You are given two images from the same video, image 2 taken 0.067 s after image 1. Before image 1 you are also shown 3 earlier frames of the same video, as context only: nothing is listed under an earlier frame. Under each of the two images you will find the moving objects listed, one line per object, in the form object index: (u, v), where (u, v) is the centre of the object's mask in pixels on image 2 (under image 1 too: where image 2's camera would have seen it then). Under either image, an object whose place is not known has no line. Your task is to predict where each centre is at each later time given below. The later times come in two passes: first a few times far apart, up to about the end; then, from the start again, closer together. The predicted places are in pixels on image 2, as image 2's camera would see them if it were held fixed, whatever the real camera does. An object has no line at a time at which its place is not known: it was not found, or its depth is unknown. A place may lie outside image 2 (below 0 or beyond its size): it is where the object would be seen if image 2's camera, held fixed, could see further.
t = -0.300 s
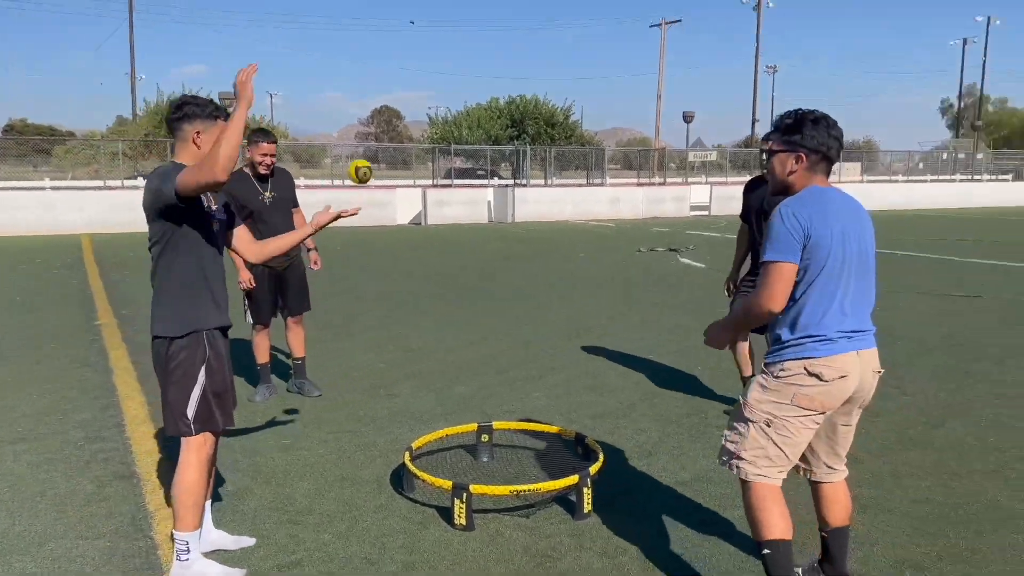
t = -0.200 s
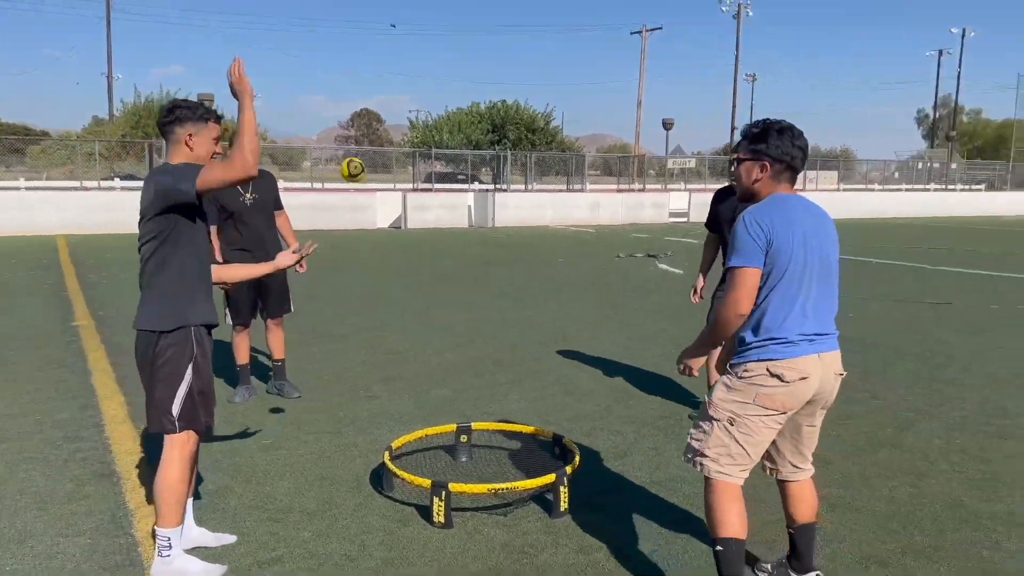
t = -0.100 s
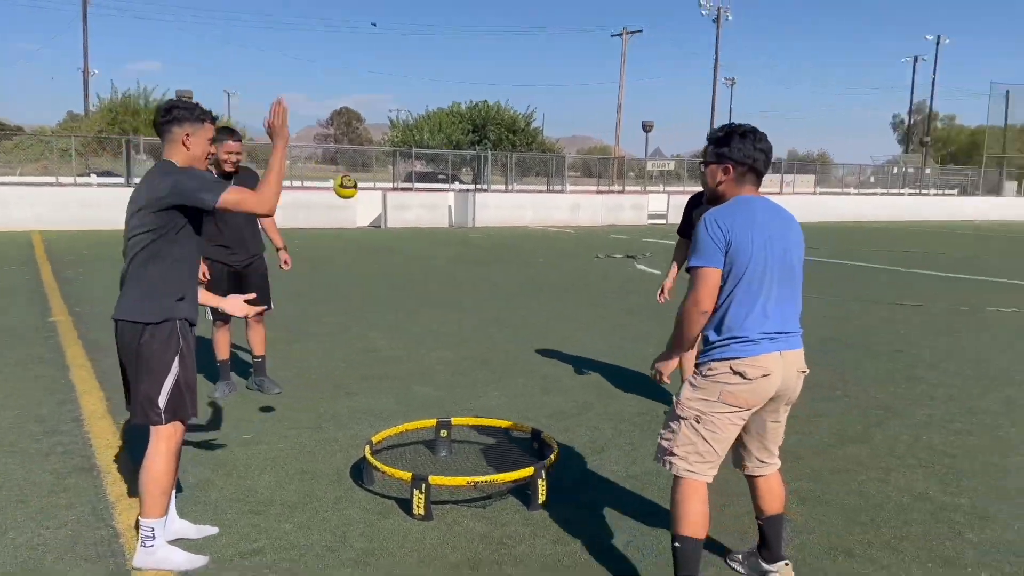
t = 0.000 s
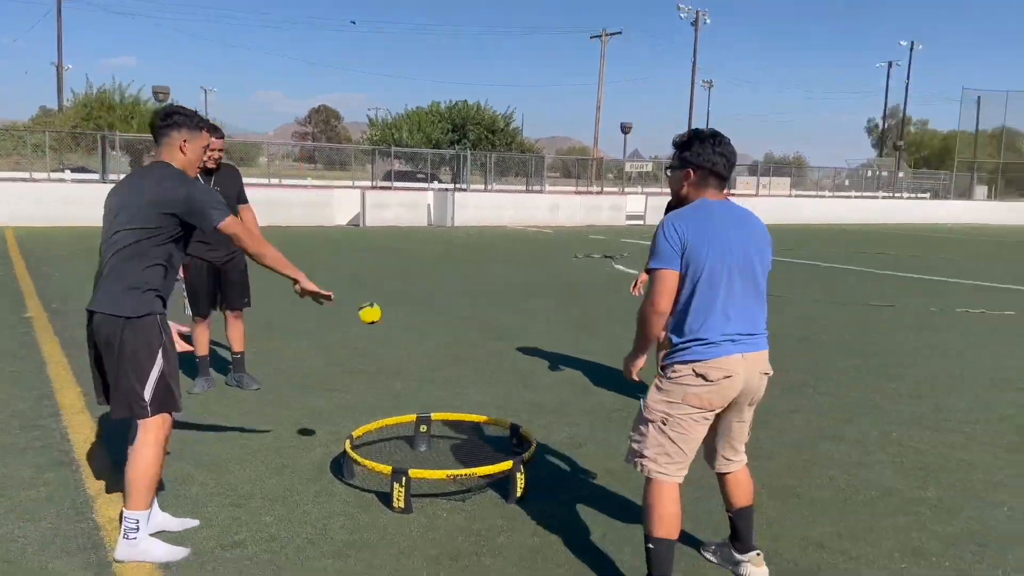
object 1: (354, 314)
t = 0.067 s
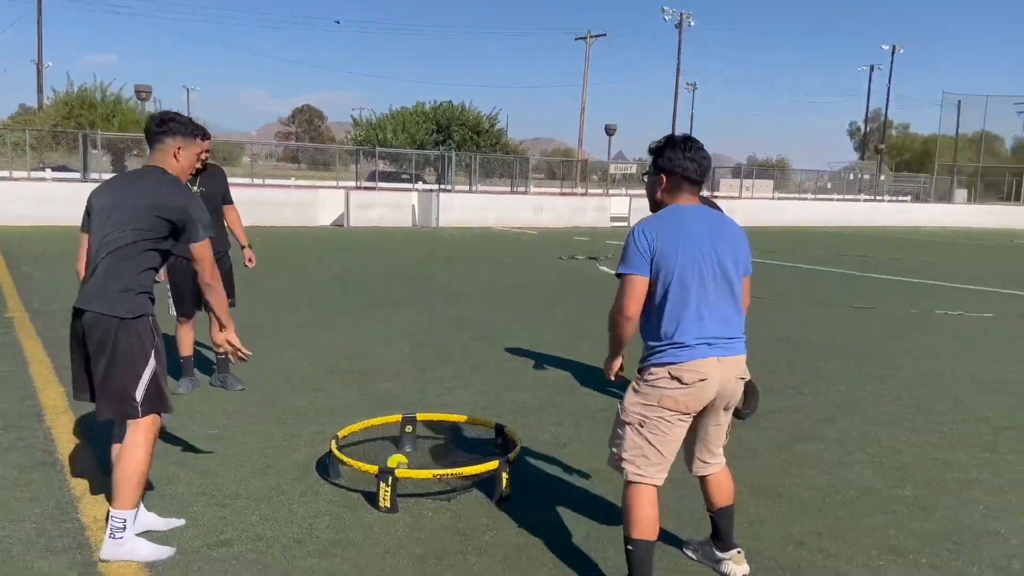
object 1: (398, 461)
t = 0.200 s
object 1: (478, 307)
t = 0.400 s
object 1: (588, 144)
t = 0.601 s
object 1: (688, 69)
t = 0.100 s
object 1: (417, 429)
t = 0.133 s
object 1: (438, 385)
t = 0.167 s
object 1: (458, 344)
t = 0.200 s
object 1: (478, 307)
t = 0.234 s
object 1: (497, 273)
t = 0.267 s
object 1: (515, 242)
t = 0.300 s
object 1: (534, 214)
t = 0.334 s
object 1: (552, 188)
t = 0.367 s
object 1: (570, 163)
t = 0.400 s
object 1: (588, 144)
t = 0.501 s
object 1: (639, 96)
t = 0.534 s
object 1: (655, 85)
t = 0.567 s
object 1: (672, 76)
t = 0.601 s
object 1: (688, 69)
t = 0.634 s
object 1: (703, 65)
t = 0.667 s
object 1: (718, 62)
